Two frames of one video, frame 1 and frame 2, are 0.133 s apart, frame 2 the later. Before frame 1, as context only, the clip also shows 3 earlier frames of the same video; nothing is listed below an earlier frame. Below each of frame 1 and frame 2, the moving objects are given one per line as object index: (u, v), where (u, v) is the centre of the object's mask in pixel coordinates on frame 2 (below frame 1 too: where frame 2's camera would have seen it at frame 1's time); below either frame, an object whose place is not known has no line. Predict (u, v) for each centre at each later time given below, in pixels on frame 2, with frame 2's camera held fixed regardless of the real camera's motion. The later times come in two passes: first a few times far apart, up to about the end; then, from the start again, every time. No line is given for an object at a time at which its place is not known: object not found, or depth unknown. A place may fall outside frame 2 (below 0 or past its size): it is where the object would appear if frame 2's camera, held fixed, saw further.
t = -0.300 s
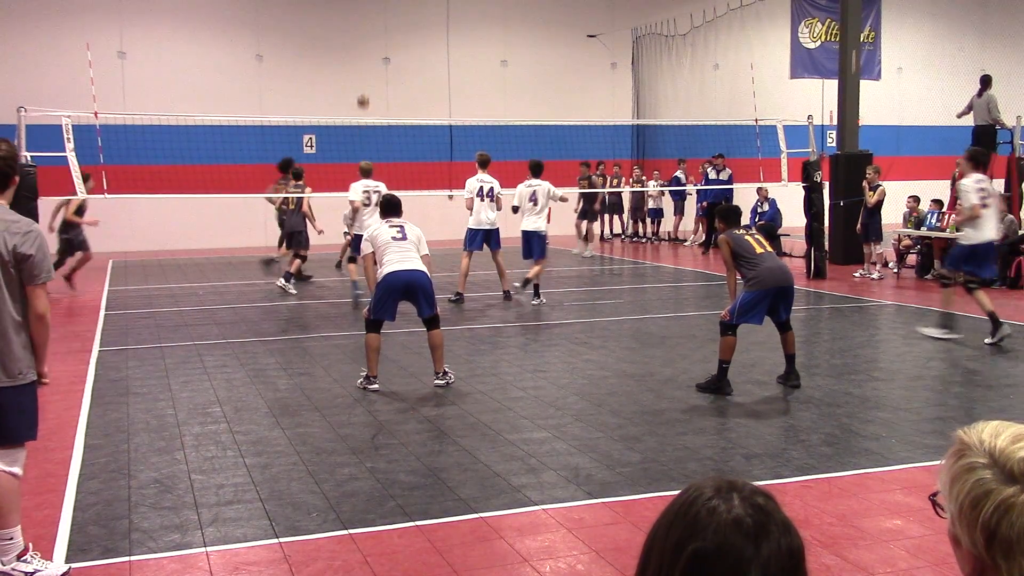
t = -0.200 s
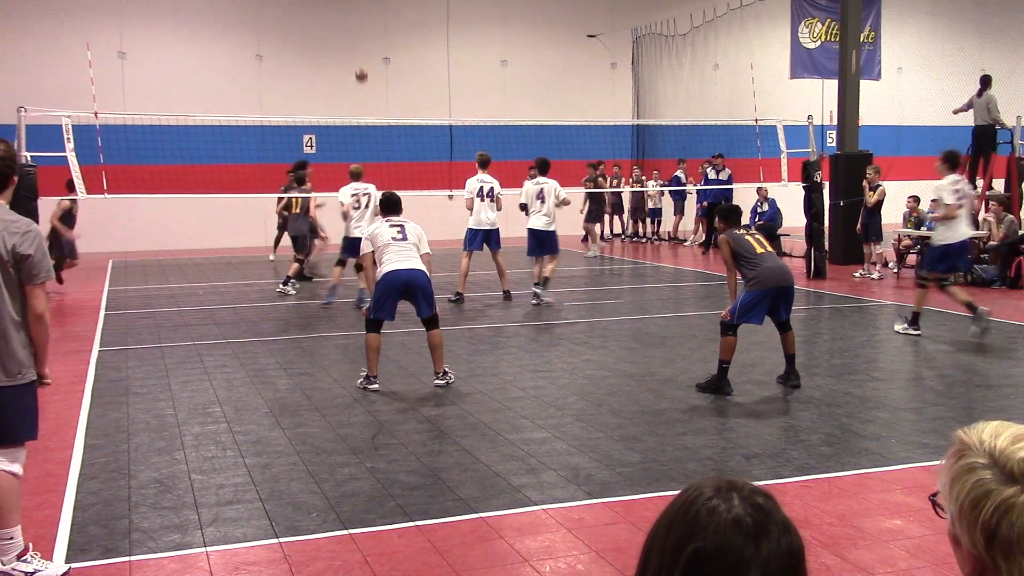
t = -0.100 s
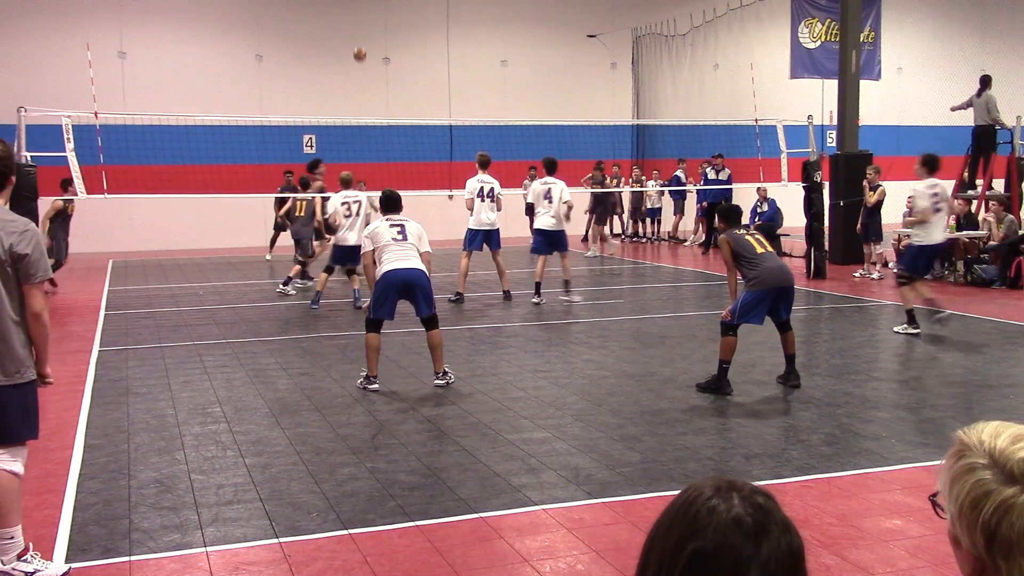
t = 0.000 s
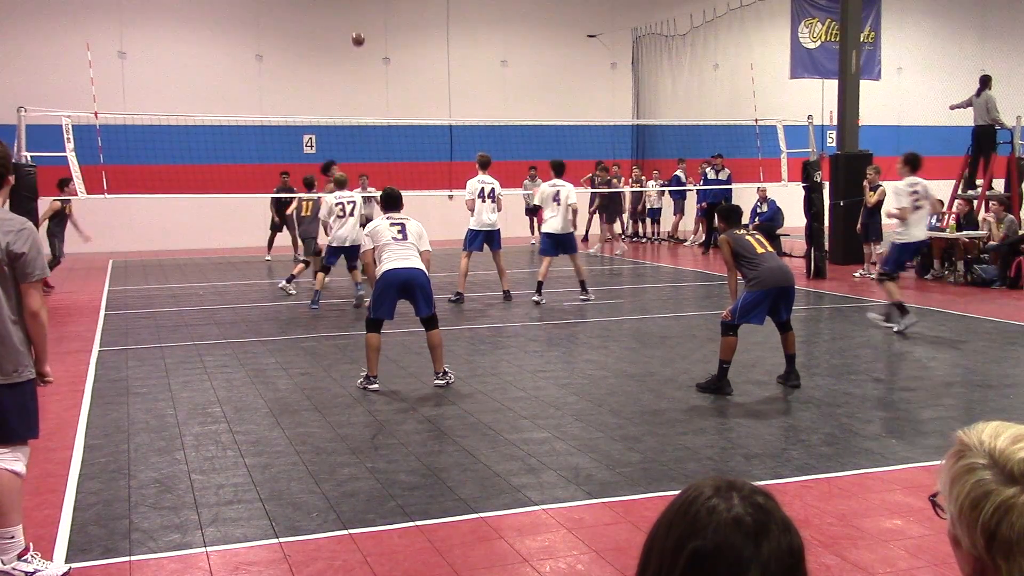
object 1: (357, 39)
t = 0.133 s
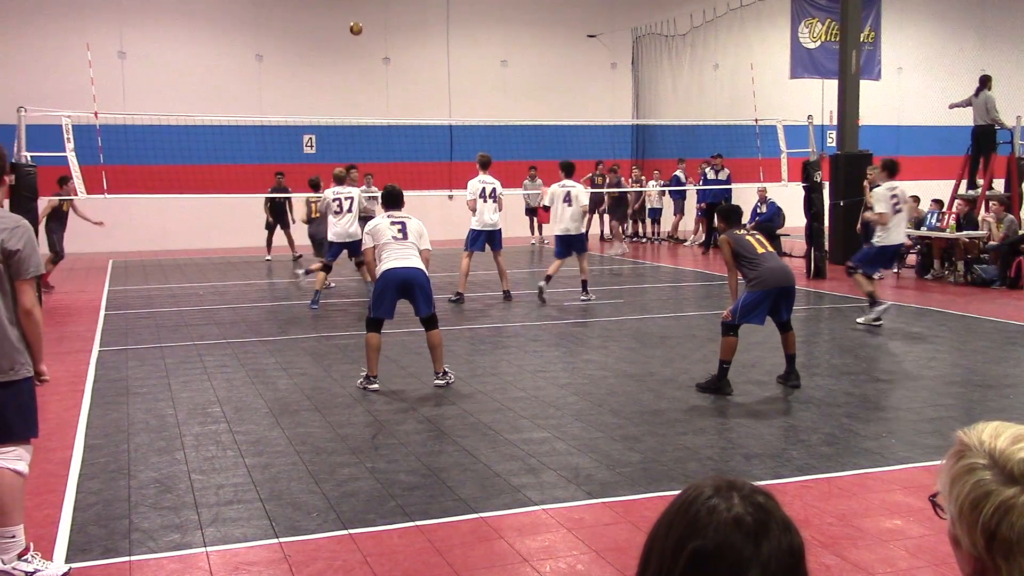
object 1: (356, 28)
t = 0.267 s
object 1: (354, 28)
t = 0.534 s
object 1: (351, 61)
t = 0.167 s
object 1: (355, 27)
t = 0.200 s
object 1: (355, 27)
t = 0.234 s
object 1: (354, 27)
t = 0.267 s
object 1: (354, 28)
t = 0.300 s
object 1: (353, 30)
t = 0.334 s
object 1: (353, 32)
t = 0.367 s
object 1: (352, 35)
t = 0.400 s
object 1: (352, 39)
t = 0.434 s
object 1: (352, 43)
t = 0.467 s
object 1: (351, 48)
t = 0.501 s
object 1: (351, 54)
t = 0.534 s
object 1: (351, 61)
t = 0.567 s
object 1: (351, 68)
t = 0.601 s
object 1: (350, 78)
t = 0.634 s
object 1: (350, 86)
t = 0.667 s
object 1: (350, 97)
